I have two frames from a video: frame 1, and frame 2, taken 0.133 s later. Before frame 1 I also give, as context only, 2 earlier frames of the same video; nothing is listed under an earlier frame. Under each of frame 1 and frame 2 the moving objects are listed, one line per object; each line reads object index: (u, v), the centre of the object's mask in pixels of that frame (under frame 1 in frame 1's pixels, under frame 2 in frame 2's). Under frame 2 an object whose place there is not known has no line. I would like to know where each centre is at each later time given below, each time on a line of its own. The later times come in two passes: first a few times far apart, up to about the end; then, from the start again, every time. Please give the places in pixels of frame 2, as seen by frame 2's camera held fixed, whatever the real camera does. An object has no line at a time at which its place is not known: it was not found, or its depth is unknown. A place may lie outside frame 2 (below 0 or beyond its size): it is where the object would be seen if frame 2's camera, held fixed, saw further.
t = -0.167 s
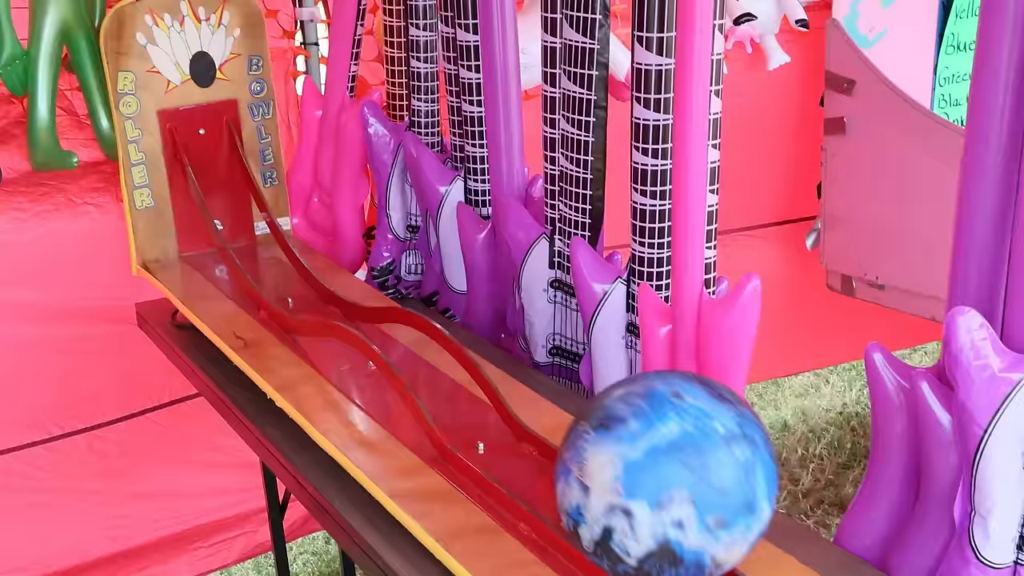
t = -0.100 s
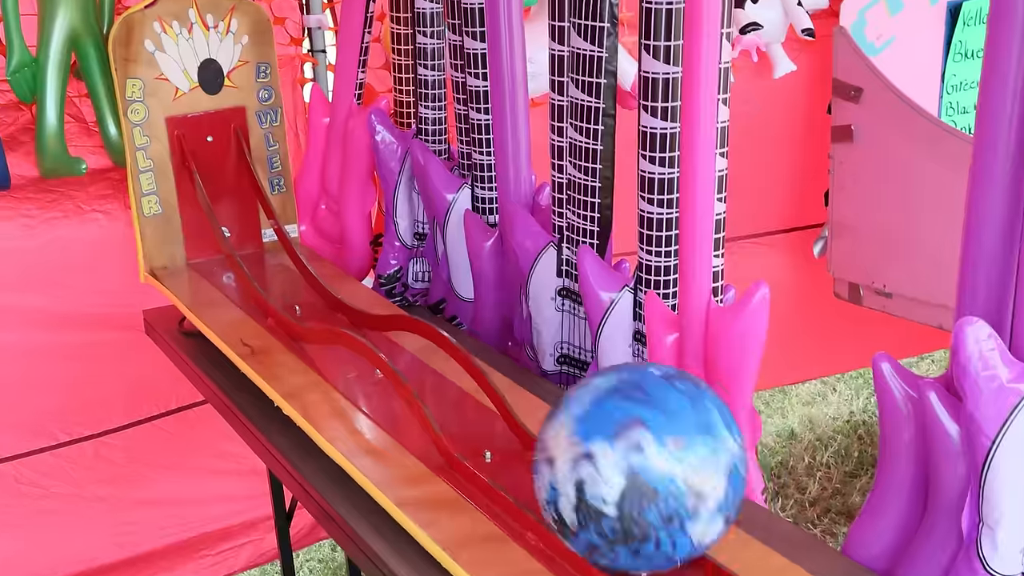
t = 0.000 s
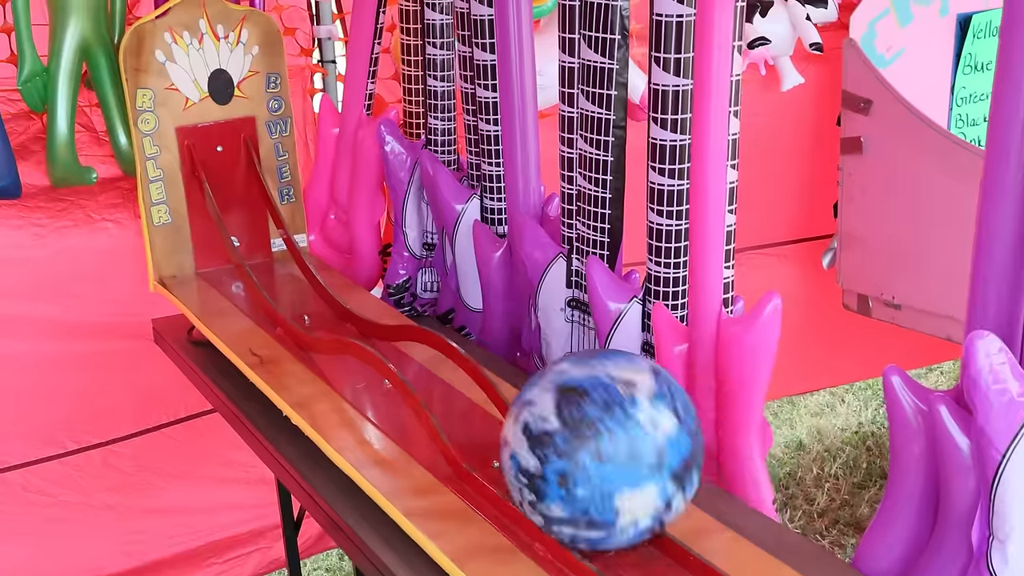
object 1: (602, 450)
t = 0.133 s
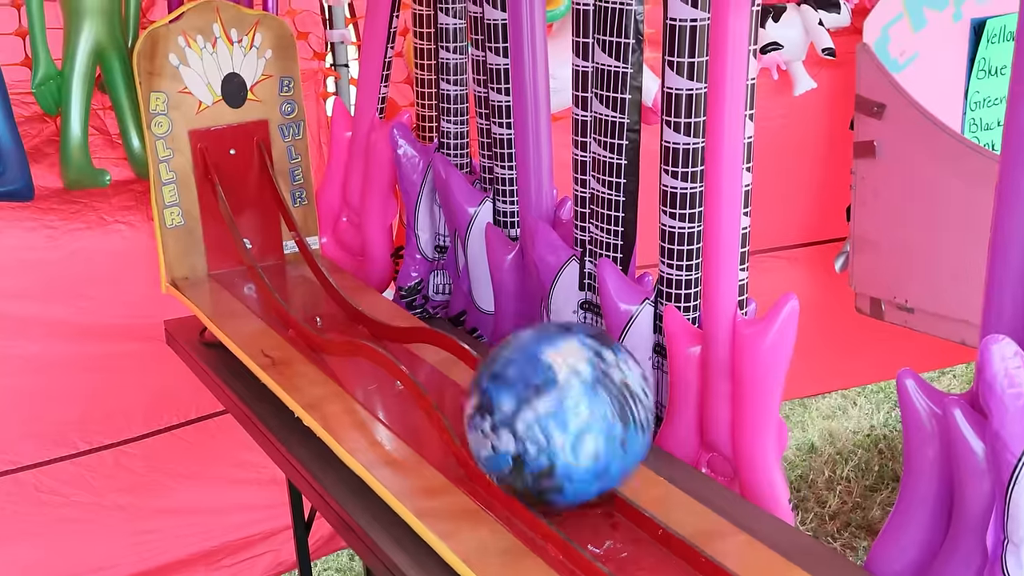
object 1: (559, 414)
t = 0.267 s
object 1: (509, 381)
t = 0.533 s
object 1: (448, 306)
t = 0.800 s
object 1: (417, 280)
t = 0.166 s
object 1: (545, 407)
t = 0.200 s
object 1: (532, 398)
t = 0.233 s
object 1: (520, 391)
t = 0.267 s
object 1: (509, 381)
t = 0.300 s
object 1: (498, 367)
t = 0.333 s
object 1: (489, 352)
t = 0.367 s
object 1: (479, 341)
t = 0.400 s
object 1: (472, 333)
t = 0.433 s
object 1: (465, 324)
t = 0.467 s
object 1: (458, 316)
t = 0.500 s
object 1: (452, 310)
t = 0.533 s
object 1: (448, 306)
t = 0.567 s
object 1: (442, 300)
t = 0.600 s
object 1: (438, 297)
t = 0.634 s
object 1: (434, 293)
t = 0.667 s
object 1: (430, 290)
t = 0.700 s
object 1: (426, 287)
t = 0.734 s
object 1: (423, 286)
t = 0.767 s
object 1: (420, 283)
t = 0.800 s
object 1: (417, 280)
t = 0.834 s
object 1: (414, 278)
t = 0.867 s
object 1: (410, 276)
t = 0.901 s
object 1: (407, 274)
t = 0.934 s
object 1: (403, 273)
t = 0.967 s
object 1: (399, 272)
